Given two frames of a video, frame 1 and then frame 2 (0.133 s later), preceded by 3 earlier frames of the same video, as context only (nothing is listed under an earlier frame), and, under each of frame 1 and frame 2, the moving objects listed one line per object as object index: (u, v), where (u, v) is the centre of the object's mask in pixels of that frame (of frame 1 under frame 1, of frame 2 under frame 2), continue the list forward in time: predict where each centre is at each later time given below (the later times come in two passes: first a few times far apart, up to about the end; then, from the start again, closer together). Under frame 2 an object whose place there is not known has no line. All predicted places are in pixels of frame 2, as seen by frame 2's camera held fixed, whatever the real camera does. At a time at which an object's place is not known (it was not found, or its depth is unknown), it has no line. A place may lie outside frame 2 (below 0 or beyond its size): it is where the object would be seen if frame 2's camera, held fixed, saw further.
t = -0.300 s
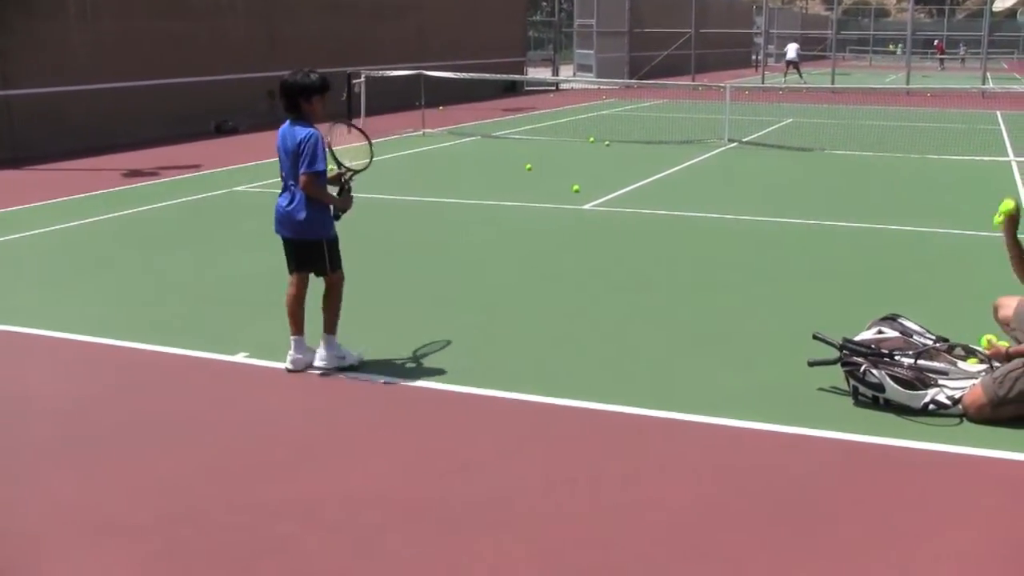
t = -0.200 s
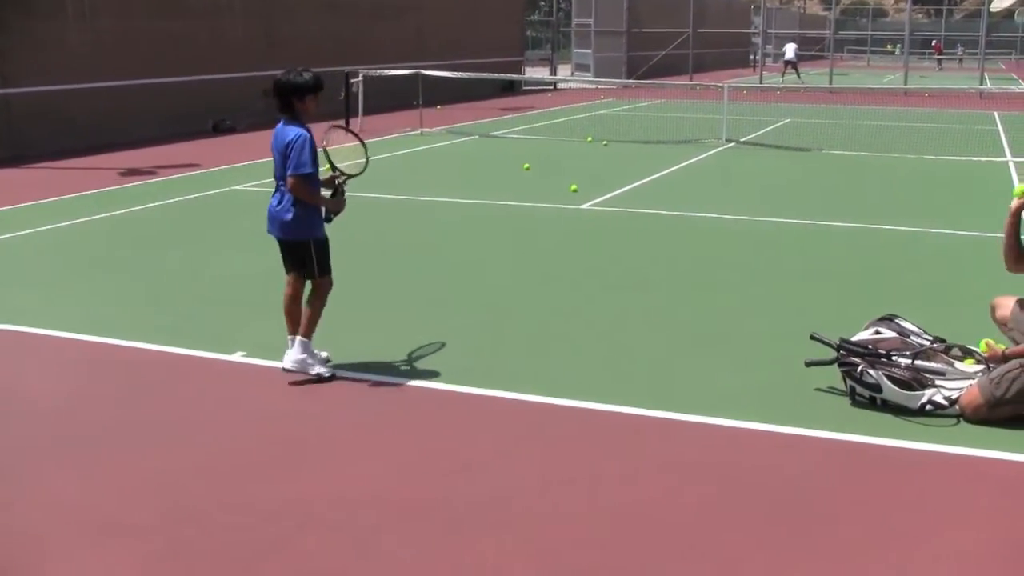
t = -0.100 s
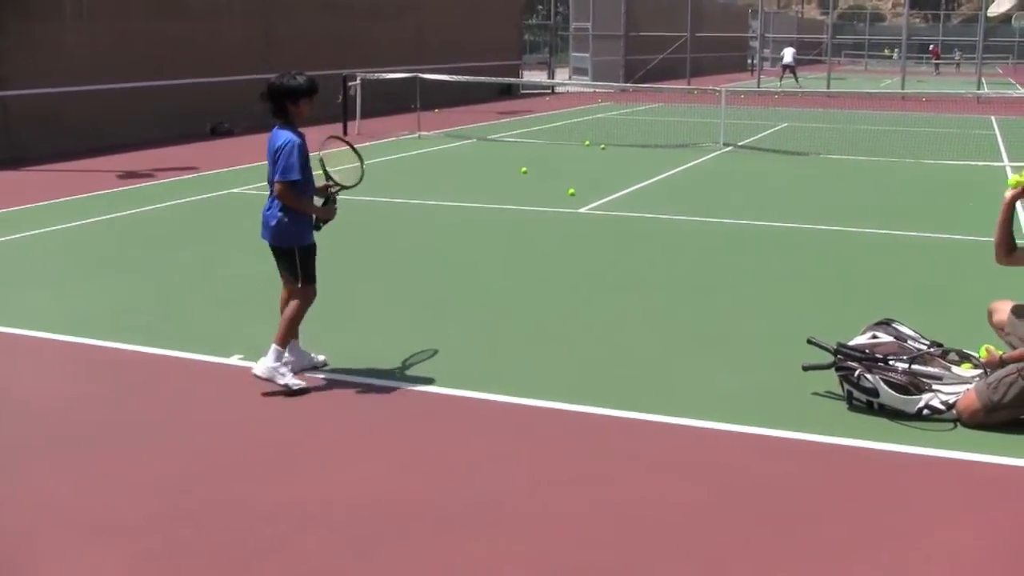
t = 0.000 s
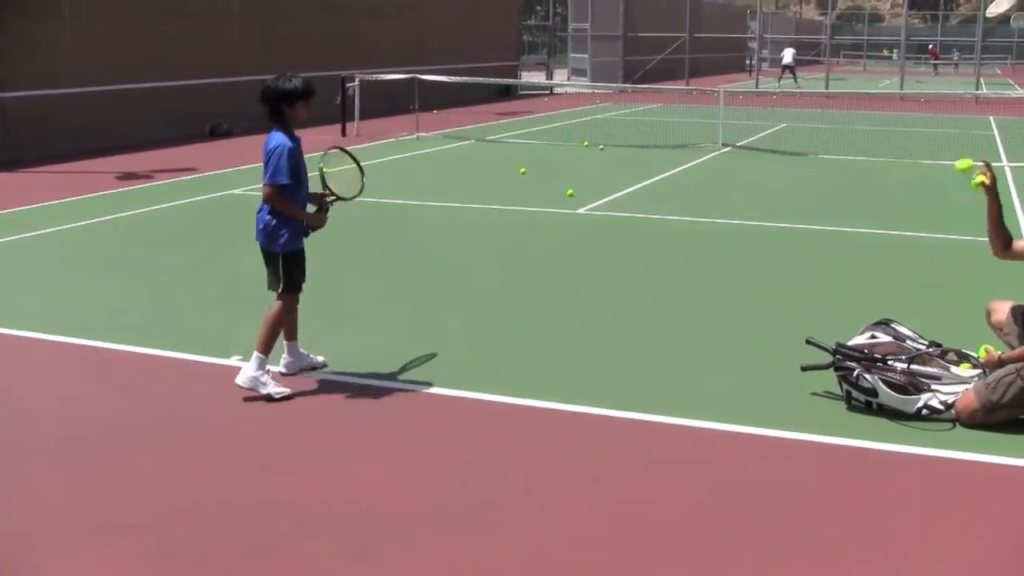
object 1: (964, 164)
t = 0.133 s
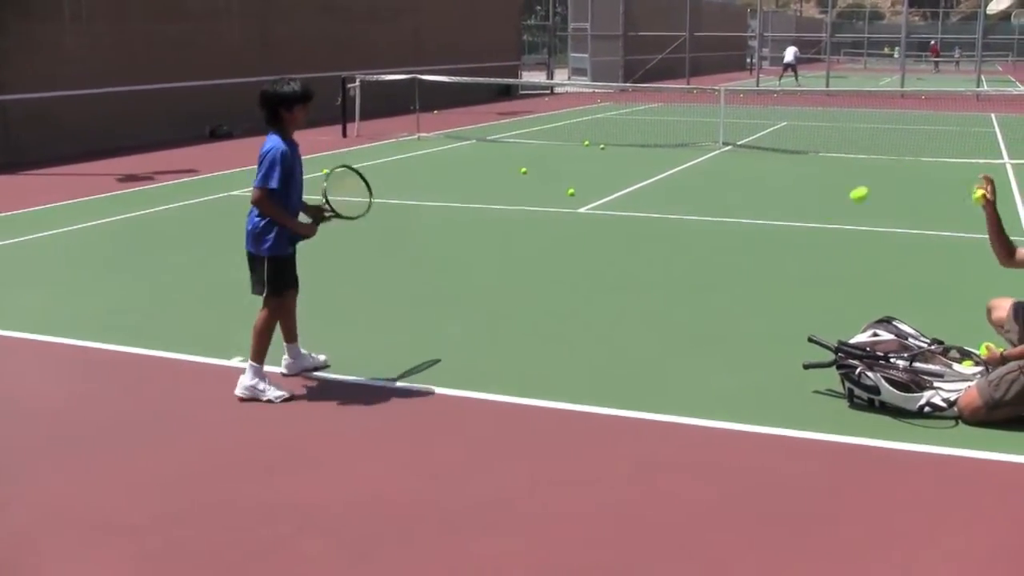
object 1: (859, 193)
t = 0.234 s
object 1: (781, 241)
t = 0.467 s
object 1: (626, 349)
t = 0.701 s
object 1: (537, 238)
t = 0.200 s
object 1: (806, 223)
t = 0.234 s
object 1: (781, 241)
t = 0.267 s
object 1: (755, 262)
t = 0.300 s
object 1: (730, 284)
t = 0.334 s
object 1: (706, 309)
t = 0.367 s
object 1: (682, 335)
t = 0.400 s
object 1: (658, 363)
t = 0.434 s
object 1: (638, 374)
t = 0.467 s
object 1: (626, 349)
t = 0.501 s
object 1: (613, 327)
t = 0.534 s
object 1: (601, 306)
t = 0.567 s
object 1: (588, 288)
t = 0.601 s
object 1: (575, 272)
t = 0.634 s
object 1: (562, 258)
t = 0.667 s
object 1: (549, 247)
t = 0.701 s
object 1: (537, 238)
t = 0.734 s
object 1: (525, 231)
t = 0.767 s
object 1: (512, 227)
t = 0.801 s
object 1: (500, 225)
